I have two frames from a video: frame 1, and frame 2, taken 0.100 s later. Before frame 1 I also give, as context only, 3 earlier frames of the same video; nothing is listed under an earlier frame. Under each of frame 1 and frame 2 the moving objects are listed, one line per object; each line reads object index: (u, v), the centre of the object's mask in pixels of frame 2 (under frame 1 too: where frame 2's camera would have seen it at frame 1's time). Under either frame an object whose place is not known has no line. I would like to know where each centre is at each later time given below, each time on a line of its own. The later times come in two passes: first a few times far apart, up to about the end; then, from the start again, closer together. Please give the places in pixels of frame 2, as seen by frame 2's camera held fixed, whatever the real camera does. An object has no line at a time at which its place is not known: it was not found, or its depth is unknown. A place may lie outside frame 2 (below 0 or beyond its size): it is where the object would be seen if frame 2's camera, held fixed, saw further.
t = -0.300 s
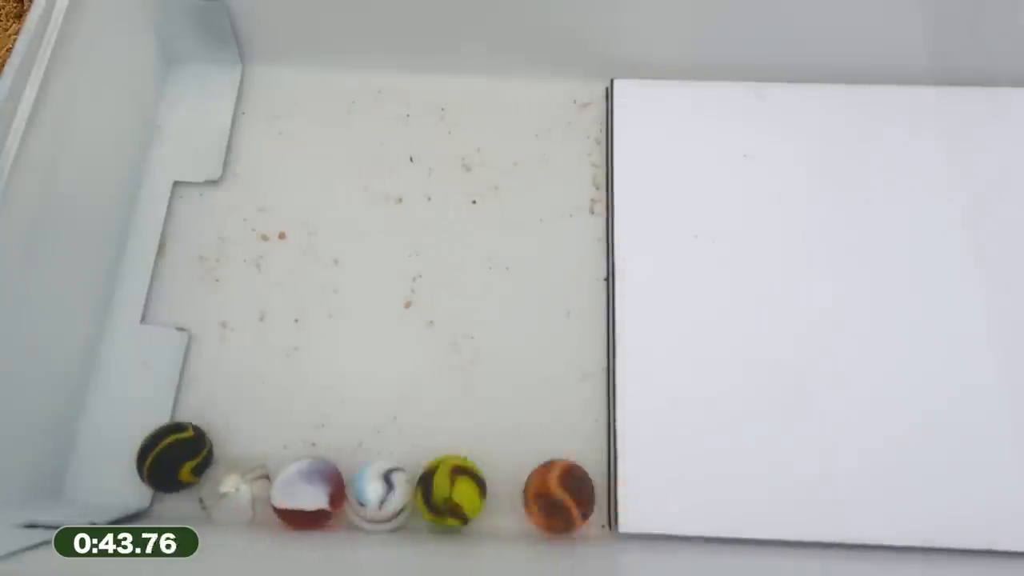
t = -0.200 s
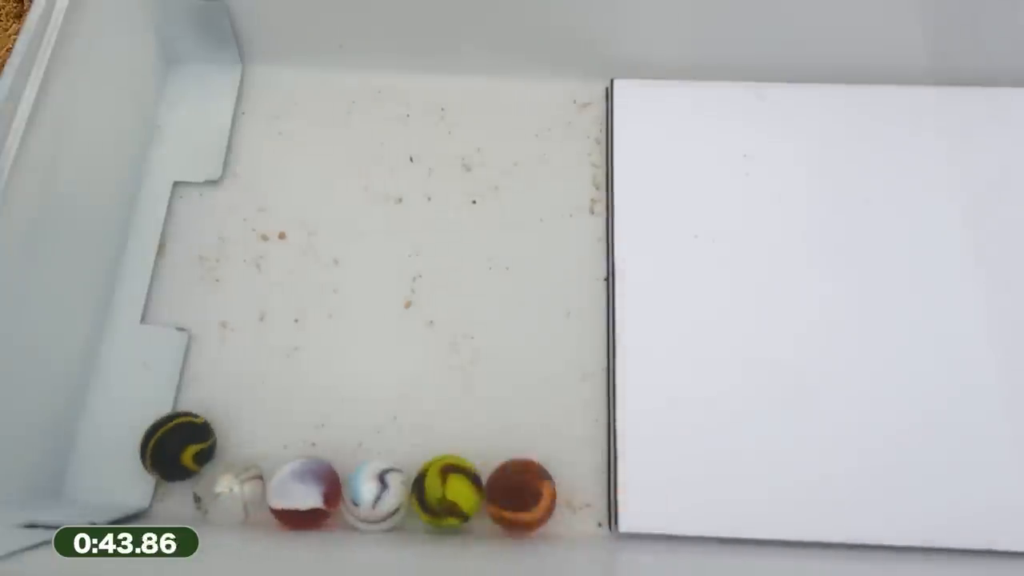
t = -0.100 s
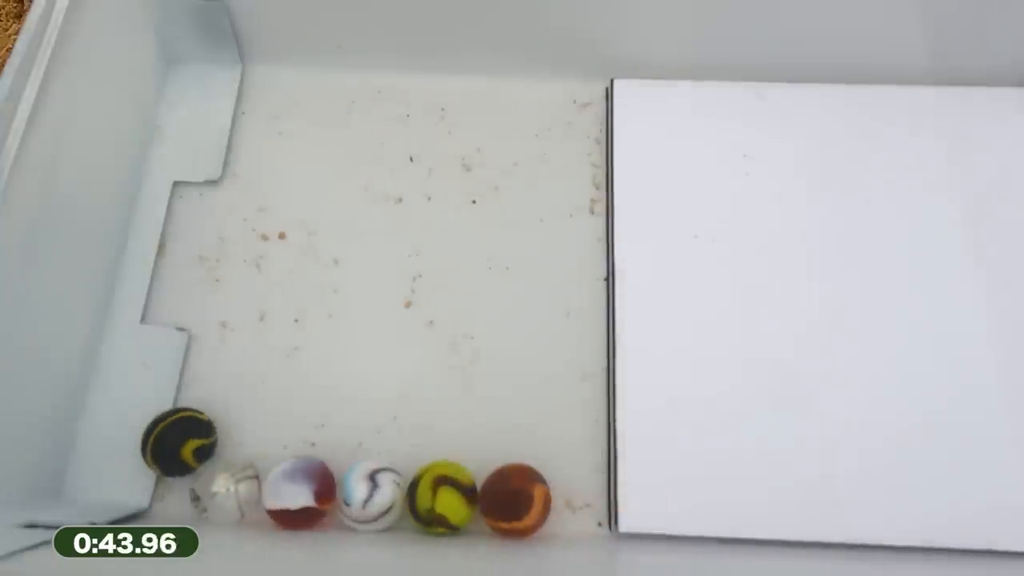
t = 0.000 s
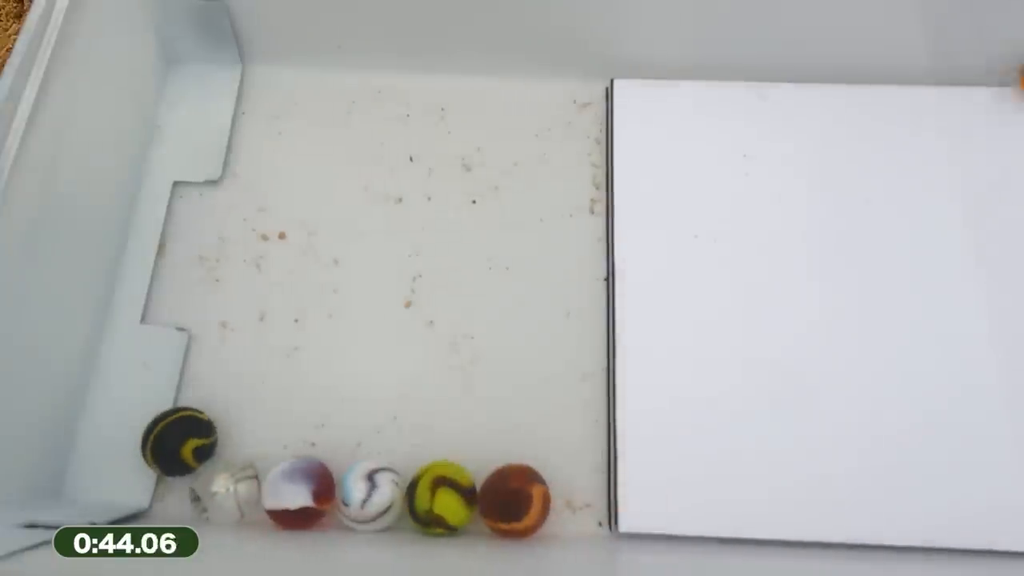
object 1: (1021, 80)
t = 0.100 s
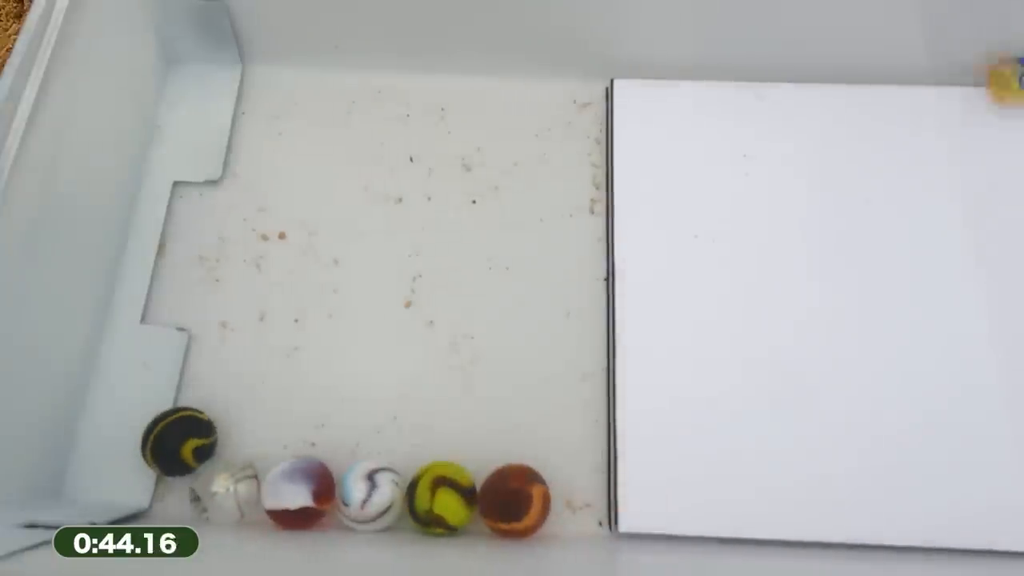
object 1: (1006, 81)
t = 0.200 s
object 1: (988, 85)
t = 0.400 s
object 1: (935, 96)
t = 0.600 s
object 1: (879, 110)
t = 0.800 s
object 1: (831, 142)
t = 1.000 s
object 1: (774, 174)
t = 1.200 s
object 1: (721, 212)
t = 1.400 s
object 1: (666, 253)
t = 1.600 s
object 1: (596, 294)
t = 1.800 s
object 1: (506, 340)
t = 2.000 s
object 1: (423, 377)
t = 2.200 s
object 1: (355, 419)
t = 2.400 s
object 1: (300, 413)
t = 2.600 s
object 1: (250, 405)
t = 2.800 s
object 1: (238, 390)
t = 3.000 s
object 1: (230, 384)
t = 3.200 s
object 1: (236, 388)
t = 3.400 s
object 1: (234, 388)
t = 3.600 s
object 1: (234, 388)
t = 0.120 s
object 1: (1004, 82)
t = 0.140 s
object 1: (1001, 83)
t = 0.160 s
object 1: (999, 84)
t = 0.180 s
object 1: (995, 85)
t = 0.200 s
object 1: (988, 85)
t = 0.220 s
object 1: (983, 86)
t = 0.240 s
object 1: (978, 87)
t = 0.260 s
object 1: (972, 87)
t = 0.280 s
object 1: (969, 88)
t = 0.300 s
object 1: (963, 90)
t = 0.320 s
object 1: (958, 91)
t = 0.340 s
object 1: (951, 92)
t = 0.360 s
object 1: (946, 94)
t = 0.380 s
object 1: (942, 95)
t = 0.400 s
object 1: (935, 96)
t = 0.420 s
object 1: (928, 97)
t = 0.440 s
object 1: (921, 98)
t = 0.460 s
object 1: (916, 98)
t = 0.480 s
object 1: (911, 99)
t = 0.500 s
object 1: (906, 100)
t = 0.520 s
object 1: (900, 102)
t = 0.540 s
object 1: (896, 103)
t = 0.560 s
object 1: (889, 106)
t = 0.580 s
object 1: (883, 110)
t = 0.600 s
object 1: (879, 110)
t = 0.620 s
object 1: (874, 112)
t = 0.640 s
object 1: (869, 116)
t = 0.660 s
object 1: (864, 120)
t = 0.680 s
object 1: (859, 122)
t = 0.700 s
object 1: (855, 126)
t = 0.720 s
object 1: (850, 129)
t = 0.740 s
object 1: (845, 131)
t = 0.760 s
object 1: (840, 136)
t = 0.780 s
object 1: (835, 139)
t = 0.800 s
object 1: (831, 142)
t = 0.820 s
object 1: (824, 145)
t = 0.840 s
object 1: (819, 149)
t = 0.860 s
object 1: (814, 152)
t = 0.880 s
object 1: (809, 154)
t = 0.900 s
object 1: (804, 156)
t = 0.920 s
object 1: (798, 160)
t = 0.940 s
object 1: (792, 164)
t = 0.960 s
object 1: (786, 168)
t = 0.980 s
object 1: (779, 171)
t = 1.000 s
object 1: (774, 174)
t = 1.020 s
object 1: (769, 177)
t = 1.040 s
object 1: (763, 181)
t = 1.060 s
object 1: (758, 183)
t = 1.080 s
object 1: (753, 186)
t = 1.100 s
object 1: (748, 189)
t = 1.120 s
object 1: (742, 194)
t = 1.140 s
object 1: (736, 198)
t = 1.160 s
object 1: (731, 203)
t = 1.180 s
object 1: (725, 209)
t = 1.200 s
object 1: (721, 212)
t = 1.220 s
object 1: (716, 217)
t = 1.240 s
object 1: (713, 220)
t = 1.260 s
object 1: (708, 225)
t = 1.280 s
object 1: (704, 230)
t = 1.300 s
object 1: (697, 235)
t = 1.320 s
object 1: (691, 239)
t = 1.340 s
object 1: (685, 244)
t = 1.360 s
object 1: (678, 247)
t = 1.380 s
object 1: (673, 250)
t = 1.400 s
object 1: (666, 253)
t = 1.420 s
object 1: (660, 258)
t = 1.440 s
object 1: (654, 261)
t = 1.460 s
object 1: (645, 266)
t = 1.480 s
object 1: (640, 269)
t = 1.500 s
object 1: (632, 273)
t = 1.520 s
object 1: (626, 276)
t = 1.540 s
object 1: (620, 280)
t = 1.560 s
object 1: (612, 284)
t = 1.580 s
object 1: (606, 289)
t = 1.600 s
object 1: (596, 294)
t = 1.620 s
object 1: (586, 300)
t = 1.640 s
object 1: (577, 306)
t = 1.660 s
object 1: (567, 310)
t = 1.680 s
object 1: (559, 314)
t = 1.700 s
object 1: (551, 318)
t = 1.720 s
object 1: (543, 323)
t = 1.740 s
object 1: (533, 328)
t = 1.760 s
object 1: (524, 333)
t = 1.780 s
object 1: (515, 337)
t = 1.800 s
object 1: (506, 340)
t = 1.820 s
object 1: (497, 343)
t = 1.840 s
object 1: (487, 347)
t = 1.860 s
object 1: (479, 350)
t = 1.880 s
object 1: (472, 353)
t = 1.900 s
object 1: (463, 356)
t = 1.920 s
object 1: (455, 360)
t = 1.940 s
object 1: (448, 364)
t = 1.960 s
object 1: (440, 367)
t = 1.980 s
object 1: (431, 373)
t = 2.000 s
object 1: (423, 377)
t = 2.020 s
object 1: (413, 383)
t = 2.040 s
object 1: (407, 390)
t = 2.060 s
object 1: (400, 395)
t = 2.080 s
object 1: (395, 399)
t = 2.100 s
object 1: (388, 405)
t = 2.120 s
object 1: (380, 413)
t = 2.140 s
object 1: (374, 418)
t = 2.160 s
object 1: (367, 421)
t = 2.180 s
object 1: (362, 419)
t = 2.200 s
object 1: (355, 419)
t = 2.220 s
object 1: (349, 418)
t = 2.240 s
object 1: (341, 420)
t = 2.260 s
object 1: (334, 420)
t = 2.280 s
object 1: (328, 422)
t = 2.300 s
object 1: (322, 422)
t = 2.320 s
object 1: (317, 420)
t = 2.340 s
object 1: (312, 418)
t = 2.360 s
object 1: (308, 417)
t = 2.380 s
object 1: (304, 415)
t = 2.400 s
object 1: (300, 413)
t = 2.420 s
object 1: (296, 412)
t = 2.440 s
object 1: (292, 410)
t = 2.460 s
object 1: (287, 410)
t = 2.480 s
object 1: (281, 408)
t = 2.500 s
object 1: (276, 406)
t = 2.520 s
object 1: (271, 405)
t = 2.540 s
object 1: (265, 404)
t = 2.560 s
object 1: (258, 405)
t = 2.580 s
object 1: (254, 405)
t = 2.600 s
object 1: (250, 405)
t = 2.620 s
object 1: (244, 404)
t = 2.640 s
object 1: (242, 403)
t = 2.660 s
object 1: (242, 400)
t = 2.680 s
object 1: (241, 397)
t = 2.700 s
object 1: (240, 396)
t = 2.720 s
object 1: (239, 394)
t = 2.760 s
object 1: (238, 391)
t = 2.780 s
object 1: (238, 390)
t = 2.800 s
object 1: (238, 390)
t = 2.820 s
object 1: (236, 389)
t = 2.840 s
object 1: (234, 389)
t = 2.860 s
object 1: (233, 387)
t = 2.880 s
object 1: (233, 386)
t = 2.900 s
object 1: (232, 384)
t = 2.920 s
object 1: (231, 384)
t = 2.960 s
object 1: (230, 384)
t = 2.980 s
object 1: (230, 384)
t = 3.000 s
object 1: (230, 384)
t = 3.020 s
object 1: (234, 384)
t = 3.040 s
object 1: (234, 386)
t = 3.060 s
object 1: (236, 386)
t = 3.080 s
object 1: (237, 388)
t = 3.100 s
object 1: (237, 388)
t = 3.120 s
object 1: (238, 389)
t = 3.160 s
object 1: (238, 389)
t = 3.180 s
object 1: (237, 388)
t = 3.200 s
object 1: (236, 388)
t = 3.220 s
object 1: (235, 387)
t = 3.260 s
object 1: (234, 386)
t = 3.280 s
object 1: (233, 385)
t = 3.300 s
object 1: (233, 386)
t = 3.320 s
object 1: (233, 386)
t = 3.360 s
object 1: (234, 387)
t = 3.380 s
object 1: (234, 387)
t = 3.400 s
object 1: (234, 388)
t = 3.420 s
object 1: (234, 388)
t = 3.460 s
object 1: (235, 388)
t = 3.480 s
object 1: (234, 388)
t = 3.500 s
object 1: (234, 388)
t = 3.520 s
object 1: (234, 388)
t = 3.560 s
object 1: (234, 388)
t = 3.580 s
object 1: (234, 388)
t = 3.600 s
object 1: (234, 388)
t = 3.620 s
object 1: (234, 388)
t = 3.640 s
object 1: (234, 388)
